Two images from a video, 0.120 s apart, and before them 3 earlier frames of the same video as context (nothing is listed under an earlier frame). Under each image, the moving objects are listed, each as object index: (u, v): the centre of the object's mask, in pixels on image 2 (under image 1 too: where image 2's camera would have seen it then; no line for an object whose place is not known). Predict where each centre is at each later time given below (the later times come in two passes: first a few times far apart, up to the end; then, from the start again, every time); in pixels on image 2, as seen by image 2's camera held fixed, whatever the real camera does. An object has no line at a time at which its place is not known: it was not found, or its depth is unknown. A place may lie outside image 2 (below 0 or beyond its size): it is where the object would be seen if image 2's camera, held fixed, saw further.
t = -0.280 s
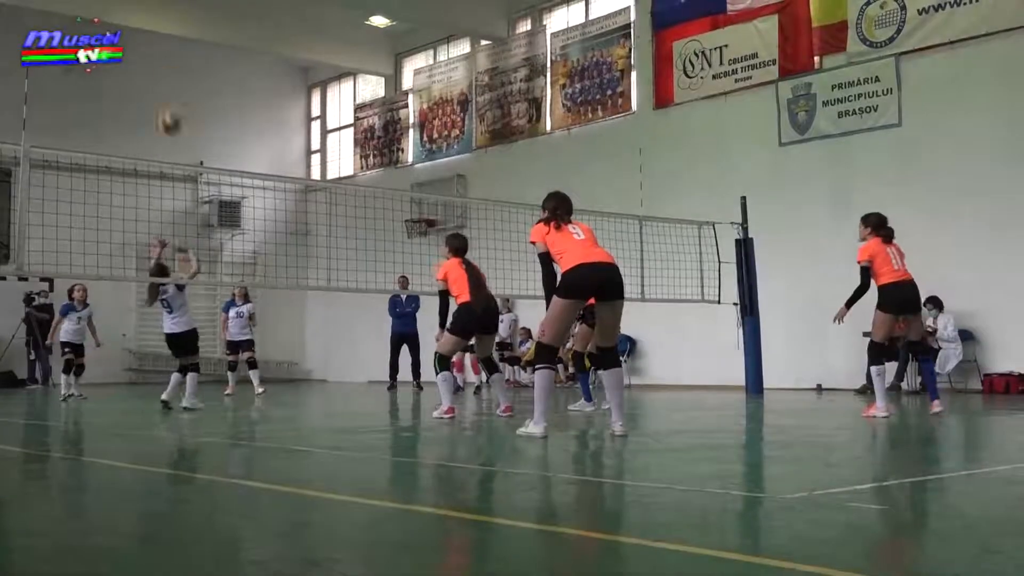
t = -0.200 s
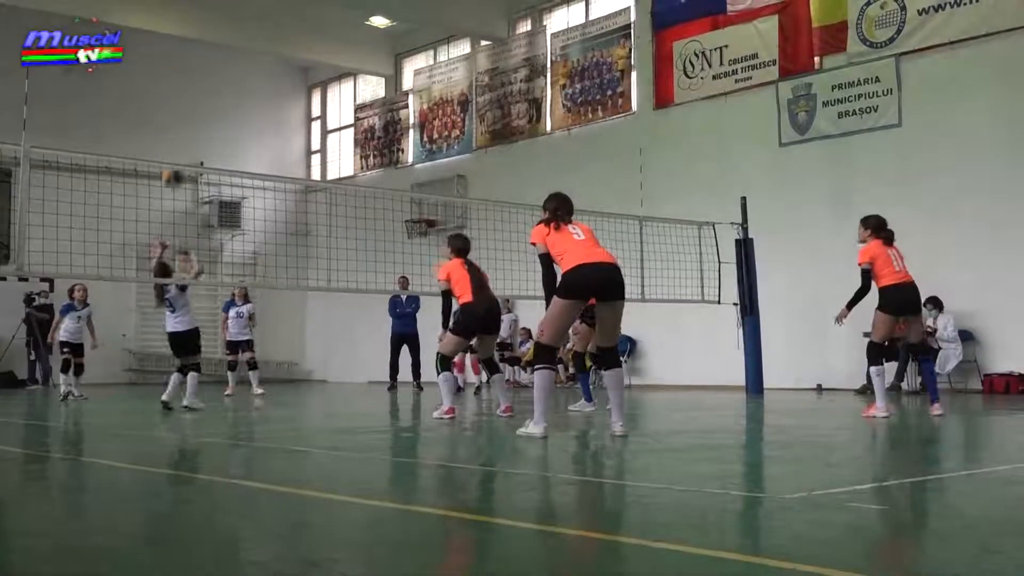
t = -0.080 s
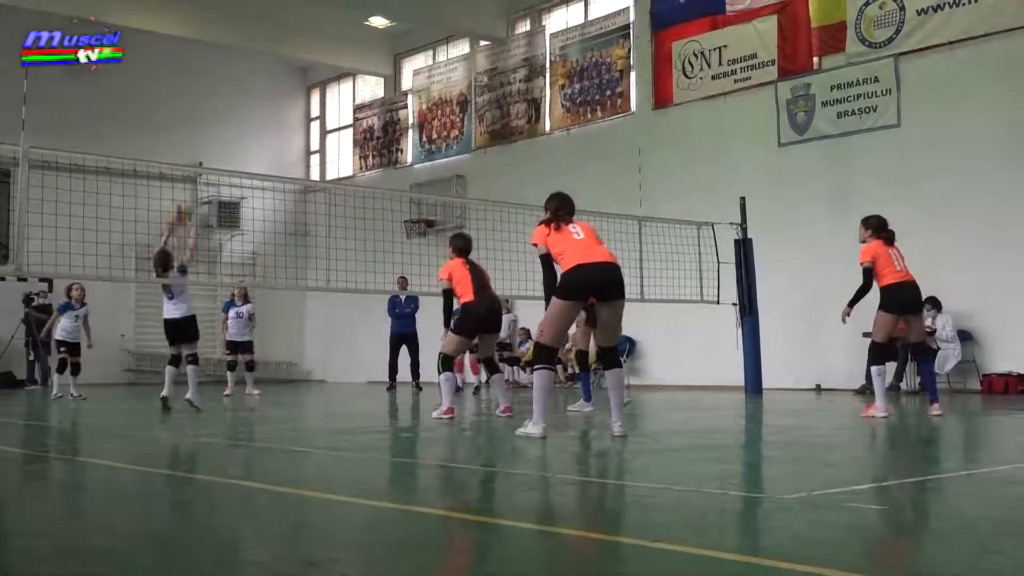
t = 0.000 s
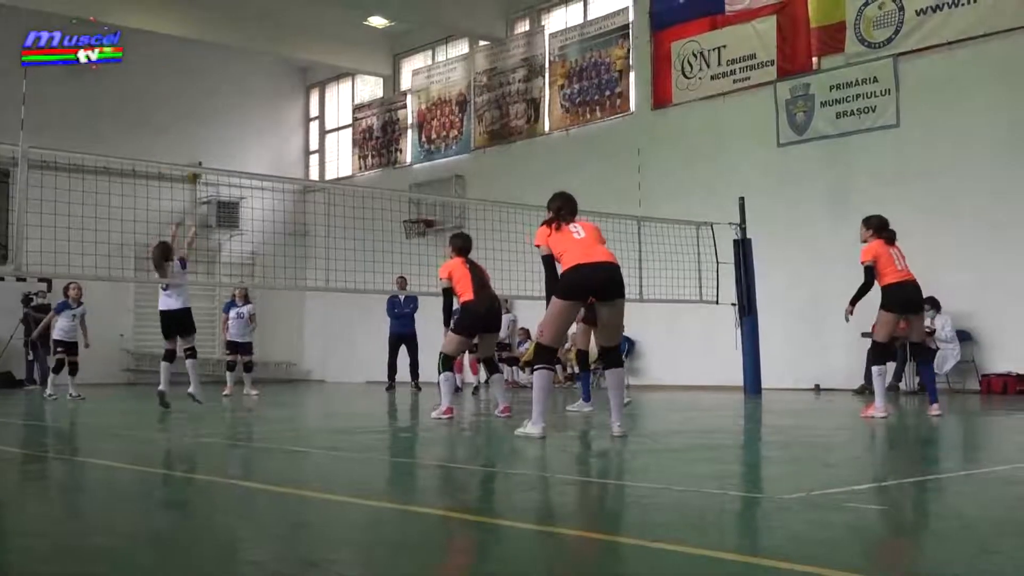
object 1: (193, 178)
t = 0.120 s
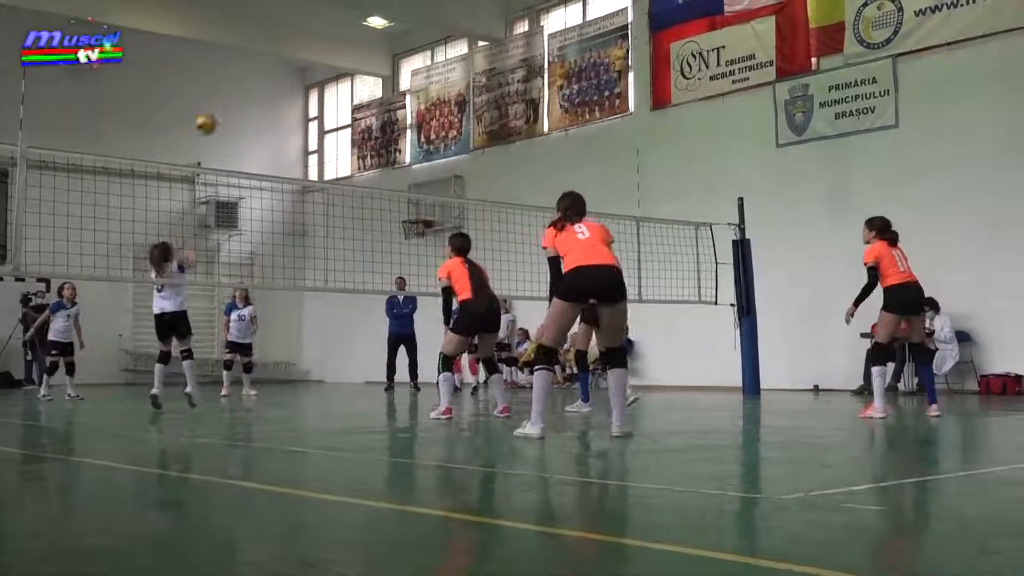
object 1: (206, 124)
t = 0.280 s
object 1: (226, 86)
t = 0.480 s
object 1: (246, 71)
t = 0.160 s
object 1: (211, 112)
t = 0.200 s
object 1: (216, 102)
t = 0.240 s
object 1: (221, 94)
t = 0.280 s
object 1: (226, 86)
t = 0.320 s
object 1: (229, 80)
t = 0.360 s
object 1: (233, 76)
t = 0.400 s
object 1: (238, 73)
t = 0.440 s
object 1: (242, 72)
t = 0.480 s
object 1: (246, 71)
